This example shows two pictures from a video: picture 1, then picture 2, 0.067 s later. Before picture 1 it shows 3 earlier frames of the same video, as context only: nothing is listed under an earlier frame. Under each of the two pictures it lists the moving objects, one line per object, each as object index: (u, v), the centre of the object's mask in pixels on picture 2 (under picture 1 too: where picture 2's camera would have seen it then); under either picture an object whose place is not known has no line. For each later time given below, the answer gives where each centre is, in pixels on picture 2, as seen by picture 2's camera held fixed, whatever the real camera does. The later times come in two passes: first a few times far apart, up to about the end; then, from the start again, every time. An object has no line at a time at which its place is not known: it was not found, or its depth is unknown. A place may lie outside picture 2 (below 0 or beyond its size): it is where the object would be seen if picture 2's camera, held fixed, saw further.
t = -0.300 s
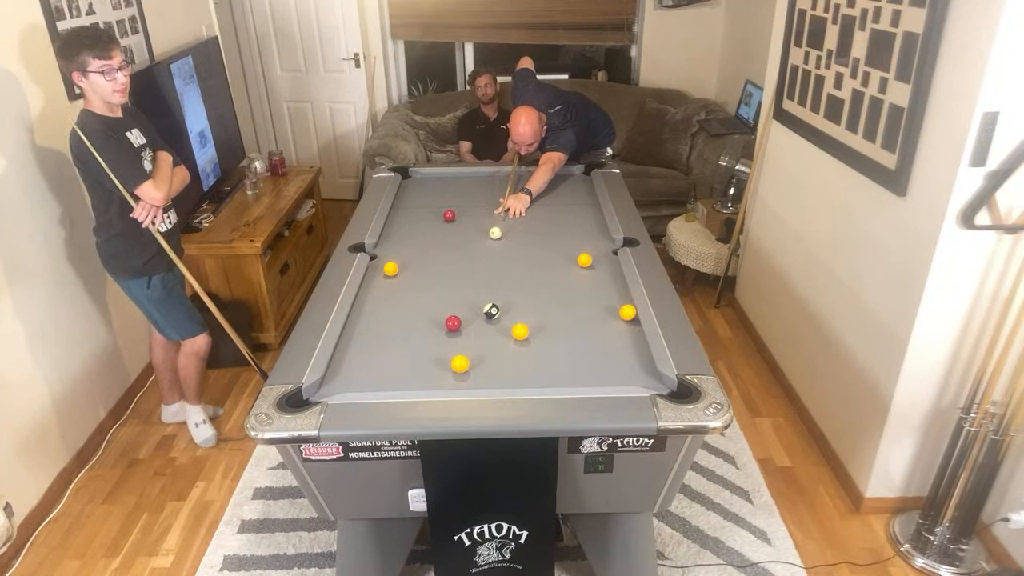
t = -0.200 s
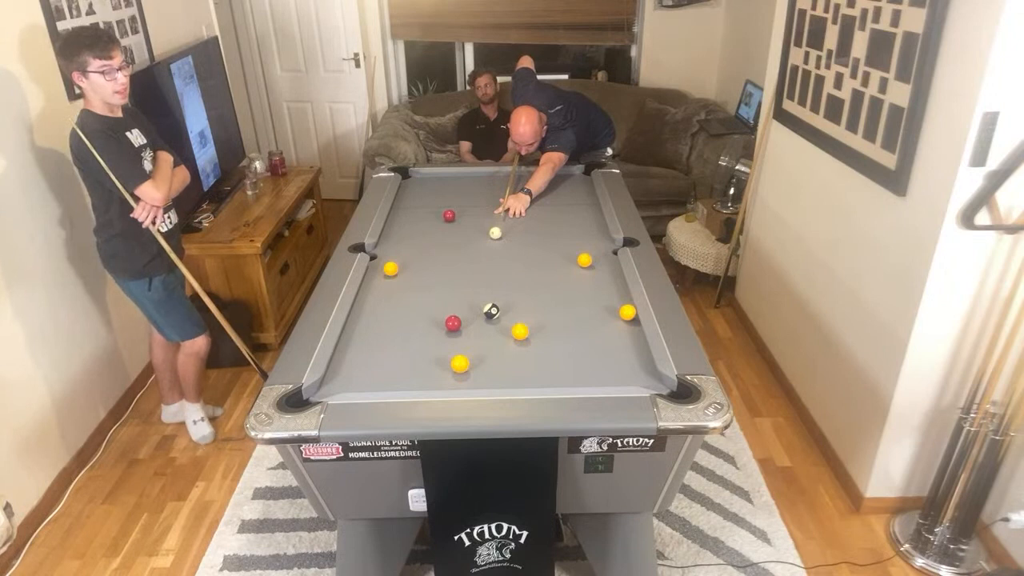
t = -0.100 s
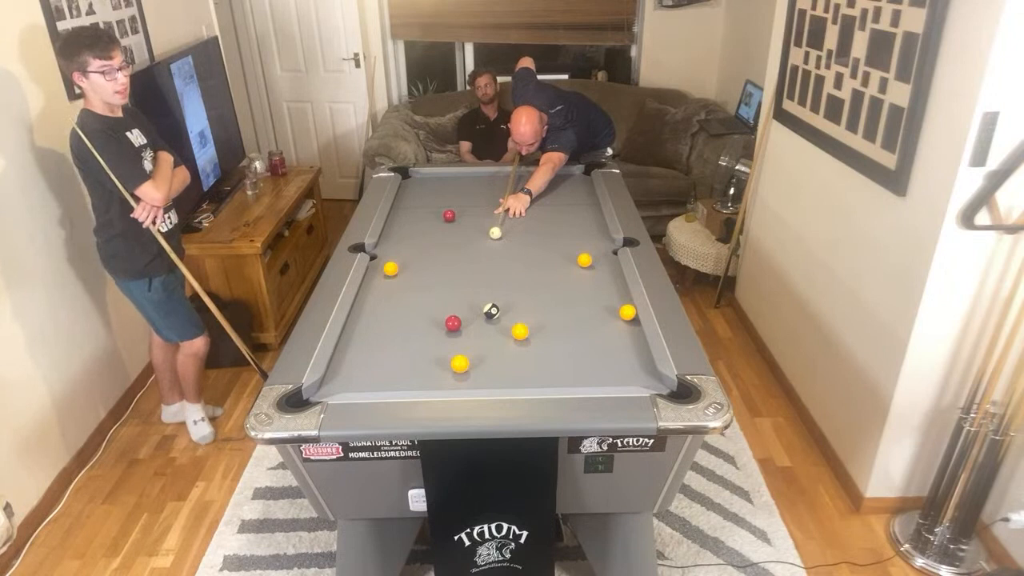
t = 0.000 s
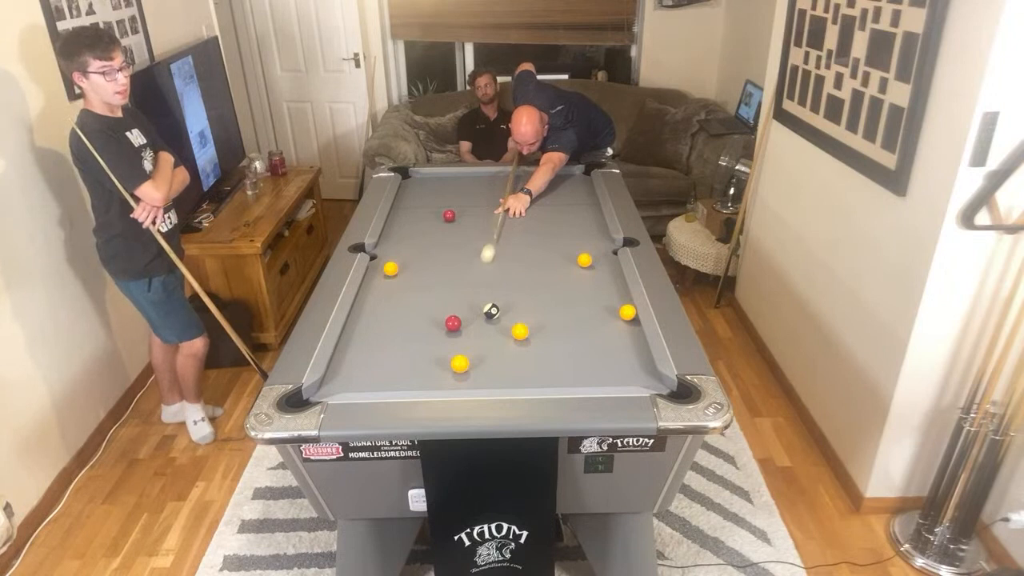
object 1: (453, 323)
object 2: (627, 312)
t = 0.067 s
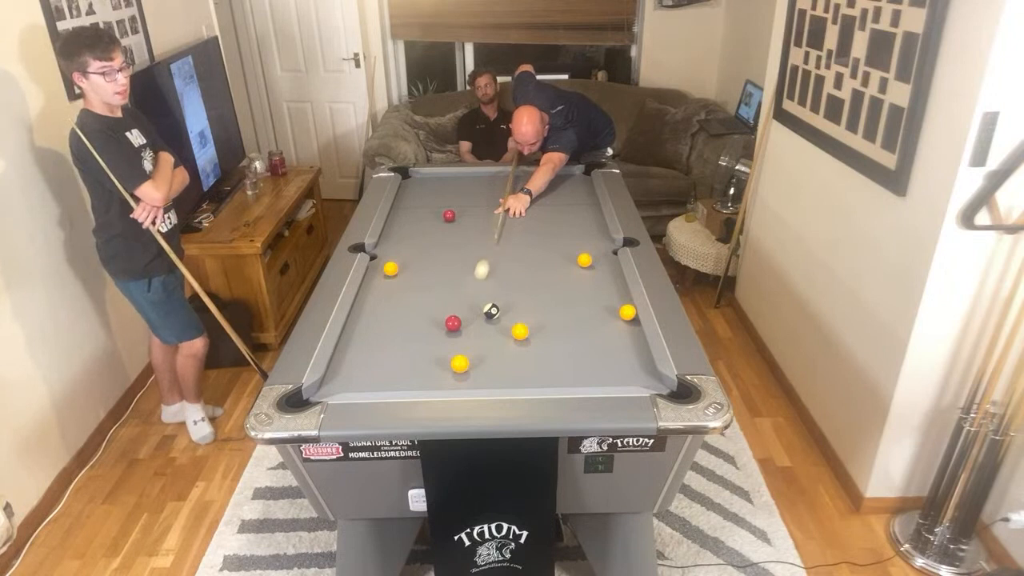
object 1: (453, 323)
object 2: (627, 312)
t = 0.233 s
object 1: (452, 323)
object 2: (627, 312)
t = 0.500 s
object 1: (391, 356)
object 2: (627, 312)
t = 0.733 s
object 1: (335, 385)
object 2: (627, 312)
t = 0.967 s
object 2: (627, 312)
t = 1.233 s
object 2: (627, 312)
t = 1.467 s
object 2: (626, 307)
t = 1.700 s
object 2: (623, 299)
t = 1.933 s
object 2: (620, 291)
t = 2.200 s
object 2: (617, 284)
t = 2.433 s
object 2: (615, 279)
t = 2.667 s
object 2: (613, 274)
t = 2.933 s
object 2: (610, 270)
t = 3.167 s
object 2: (609, 266)
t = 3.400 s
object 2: (607, 263)
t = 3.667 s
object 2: (605, 261)
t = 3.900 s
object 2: (603, 260)
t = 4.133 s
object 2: (602, 258)
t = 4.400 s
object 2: (601, 257)
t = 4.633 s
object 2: (601, 257)
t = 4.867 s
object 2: (601, 257)
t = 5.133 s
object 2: (601, 257)
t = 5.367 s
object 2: (601, 257)
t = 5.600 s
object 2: (601, 257)
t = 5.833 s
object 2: (601, 257)
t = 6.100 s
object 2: (601, 257)
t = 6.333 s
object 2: (601, 257)
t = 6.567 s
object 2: (601, 257)
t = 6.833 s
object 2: (601, 257)
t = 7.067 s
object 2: (601, 257)
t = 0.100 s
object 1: (453, 323)
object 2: (627, 312)
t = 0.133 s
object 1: (453, 323)
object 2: (627, 312)
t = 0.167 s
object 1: (453, 323)
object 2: (627, 312)
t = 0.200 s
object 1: (453, 323)
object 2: (627, 312)
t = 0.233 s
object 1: (452, 323)
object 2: (627, 312)
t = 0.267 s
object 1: (447, 326)
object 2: (627, 312)
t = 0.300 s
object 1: (438, 331)
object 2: (627, 312)
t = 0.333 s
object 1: (429, 336)
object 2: (627, 312)
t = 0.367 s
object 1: (421, 340)
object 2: (627, 312)
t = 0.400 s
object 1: (413, 344)
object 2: (627, 312)
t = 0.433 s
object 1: (405, 348)
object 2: (627, 312)
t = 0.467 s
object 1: (398, 352)
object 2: (627, 312)
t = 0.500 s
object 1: (391, 356)
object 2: (627, 312)
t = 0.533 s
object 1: (383, 360)
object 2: (627, 312)
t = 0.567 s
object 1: (375, 365)
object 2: (627, 312)
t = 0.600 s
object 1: (368, 368)
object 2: (627, 312)
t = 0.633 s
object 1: (360, 372)
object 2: (627, 312)
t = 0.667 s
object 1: (352, 376)
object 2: (627, 312)
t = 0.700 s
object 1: (344, 381)
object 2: (627, 312)
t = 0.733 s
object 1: (335, 385)
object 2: (627, 312)
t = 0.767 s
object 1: (326, 389)
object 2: (627, 312)
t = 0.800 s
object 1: (318, 393)
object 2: (627, 312)
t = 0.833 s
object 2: (627, 312)
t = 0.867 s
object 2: (627, 312)
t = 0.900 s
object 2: (627, 312)
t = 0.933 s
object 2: (627, 312)
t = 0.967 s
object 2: (627, 312)
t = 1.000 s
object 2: (627, 312)
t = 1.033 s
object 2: (627, 312)
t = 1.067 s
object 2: (627, 312)
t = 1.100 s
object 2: (627, 312)
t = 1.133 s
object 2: (627, 312)
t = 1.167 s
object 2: (627, 312)
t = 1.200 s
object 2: (627, 312)
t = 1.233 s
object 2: (627, 312)
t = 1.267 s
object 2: (627, 311)
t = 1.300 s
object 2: (627, 311)
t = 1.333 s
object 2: (627, 310)
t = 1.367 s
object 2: (626, 309)
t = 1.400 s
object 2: (626, 308)
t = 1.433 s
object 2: (626, 307)
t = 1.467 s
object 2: (626, 307)
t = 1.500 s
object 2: (625, 305)
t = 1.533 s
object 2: (625, 304)
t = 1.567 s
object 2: (625, 303)
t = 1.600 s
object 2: (624, 302)
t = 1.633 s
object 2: (624, 301)
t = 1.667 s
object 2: (623, 300)
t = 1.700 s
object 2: (623, 299)
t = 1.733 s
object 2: (623, 298)
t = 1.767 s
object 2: (622, 297)
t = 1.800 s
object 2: (622, 296)
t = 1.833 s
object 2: (621, 294)
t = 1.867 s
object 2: (621, 293)
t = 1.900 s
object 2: (621, 293)
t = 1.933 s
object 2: (620, 291)
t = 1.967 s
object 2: (620, 290)
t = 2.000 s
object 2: (620, 290)
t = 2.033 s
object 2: (619, 289)
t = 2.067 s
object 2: (619, 288)
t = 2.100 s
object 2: (618, 287)
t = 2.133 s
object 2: (618, 286)
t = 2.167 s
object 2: (618, 285)
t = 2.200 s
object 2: (617, 284)
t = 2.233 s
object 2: (617, 284)
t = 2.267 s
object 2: (617, 283)
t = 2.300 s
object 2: (617, 282)
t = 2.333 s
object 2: (616, 281)
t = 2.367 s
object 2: (616, 280)
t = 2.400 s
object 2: (615, 280)
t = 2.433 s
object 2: (615, 279)
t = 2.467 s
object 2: (615, 278)
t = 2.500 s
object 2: (614, 277)
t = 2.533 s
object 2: (614, 277)
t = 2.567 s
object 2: (614, 276)
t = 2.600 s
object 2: (614, 276)
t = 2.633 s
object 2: (613, 275)
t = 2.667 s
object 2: (613, 274)
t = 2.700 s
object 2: (613, 273)
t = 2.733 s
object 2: (612, 273)
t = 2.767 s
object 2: (612, 272)
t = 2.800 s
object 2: (612, 272)
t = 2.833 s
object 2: (611, 271)
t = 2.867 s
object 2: (611, 270)
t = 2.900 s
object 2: (611, 270)
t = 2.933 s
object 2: (610, 270)
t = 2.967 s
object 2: (610, 269)
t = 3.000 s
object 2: (610, 269)
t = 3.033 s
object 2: (610, 268)
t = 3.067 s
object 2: (609, 268)
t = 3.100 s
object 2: (609, 267)
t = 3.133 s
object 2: (609, 267)
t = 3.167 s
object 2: (609, 266)
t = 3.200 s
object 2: (609, 266)
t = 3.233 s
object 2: (608, 265)
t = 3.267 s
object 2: (608, 265)
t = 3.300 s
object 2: (608, 264)
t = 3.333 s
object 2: (607, 264)
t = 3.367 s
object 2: (607, 264)
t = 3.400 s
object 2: (607, 263)
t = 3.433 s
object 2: (607, 263)
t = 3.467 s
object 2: (607, 263)
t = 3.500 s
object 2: (606, 262)
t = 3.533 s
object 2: (606, 262)
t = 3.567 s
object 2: (606, 262)
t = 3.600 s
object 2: (606, 262)
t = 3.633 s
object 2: (605, 261)
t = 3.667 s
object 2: (605, 261)
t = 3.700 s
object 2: (605, 261)
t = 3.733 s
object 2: (604, 261)
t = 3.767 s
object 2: (604, 260)
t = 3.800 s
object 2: (604, 260)
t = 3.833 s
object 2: (604, 260)
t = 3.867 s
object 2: (603, 260)
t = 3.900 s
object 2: (603, 260)
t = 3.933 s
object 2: (603, 259)
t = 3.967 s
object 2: (603, 259)
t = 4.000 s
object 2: (602, 259)
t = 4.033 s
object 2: (602, 259)
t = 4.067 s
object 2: (602, 259)
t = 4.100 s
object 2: (602, 258)
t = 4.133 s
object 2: (602, 258)
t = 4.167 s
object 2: (602, 258)
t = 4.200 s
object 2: (602, 258)
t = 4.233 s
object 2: (602, 258)
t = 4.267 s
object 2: (602, 258)
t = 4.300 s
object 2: (601, 258)
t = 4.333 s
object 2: (601, 257)
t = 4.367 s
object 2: (601, 257)
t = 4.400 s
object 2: (601, 257)
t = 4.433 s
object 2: (601, 257)
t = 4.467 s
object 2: (601, 257)
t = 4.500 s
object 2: (601, 257)
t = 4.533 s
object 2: (601, 257)
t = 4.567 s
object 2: (601, 257)
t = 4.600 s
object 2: (601, 257)
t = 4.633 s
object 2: (601, 257)
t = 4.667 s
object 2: (601, 257)
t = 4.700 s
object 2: (601, 257)
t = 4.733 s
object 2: (601, 257)
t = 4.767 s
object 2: (601, 257)
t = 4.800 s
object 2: (601, 257)
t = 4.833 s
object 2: (601, 257)
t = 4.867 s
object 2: (601, 257)
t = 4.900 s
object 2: (601, 257)
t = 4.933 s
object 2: (601, 257)
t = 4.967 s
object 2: (601, 257)
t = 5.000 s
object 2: (601, 257)
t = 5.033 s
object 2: (601, 257)
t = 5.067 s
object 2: (601, 257)
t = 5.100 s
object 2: (601, 257)
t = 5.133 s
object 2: (601, 257)
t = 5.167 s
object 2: (601, 257)
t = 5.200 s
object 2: (601, 257)
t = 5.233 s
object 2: (601, 257)
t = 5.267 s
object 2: (601, 257)
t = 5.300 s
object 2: (601, 257)
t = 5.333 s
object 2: (601, 257)
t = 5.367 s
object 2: (601, 257)
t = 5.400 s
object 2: (601, 257)
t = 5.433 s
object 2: (601, 257)
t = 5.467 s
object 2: (601, 257)
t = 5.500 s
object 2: (601, 257)
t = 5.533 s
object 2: (601, 257)
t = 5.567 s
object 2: (601, 257)
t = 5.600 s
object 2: (601, 257)
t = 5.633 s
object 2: (601, 257)
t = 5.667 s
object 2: (601, 257)
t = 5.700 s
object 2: (601, 257)
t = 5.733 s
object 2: (601, 257)
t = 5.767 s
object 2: (601, 257)
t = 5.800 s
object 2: (601, 257)
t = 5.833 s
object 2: (601, 257)
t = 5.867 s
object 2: (601, 257)
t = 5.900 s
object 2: (601, 257)
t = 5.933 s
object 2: (601, 257)
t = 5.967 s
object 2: (601, 257)
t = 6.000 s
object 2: (601, 257)
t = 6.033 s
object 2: (601, 257)
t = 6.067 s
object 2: (601, 257)
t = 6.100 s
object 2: (601, 257)
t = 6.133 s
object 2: (601, 257)
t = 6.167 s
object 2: (601, 257)
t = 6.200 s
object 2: (601, 257)
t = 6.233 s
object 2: (601, 257)
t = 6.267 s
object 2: (601, 257)
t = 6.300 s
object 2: (601, 257)
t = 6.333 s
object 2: (601, 257)
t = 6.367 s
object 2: (601, 257)
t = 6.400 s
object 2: (601, 257)
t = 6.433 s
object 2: (601, 257)
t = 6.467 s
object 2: (601, 257)
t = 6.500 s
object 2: (601, 257)
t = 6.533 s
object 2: (601, 257)
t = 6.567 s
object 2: (601, 257)
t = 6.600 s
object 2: (601, 257)
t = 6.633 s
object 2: (601, 257)
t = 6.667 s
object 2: (601, 257)
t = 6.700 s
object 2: (601, 257)
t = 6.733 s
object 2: (601, 257)
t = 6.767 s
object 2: (601, 257)
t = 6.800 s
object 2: (601, 257)
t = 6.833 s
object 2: (601, 257)
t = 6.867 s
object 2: (601, 257)
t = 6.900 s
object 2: (601, 257)
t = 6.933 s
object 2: (601, 257)
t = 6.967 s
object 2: (601, 257)
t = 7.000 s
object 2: (601, 257)
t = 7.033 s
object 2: (601, 257)
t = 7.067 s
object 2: (601, 257)
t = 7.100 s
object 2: (601, 257)
